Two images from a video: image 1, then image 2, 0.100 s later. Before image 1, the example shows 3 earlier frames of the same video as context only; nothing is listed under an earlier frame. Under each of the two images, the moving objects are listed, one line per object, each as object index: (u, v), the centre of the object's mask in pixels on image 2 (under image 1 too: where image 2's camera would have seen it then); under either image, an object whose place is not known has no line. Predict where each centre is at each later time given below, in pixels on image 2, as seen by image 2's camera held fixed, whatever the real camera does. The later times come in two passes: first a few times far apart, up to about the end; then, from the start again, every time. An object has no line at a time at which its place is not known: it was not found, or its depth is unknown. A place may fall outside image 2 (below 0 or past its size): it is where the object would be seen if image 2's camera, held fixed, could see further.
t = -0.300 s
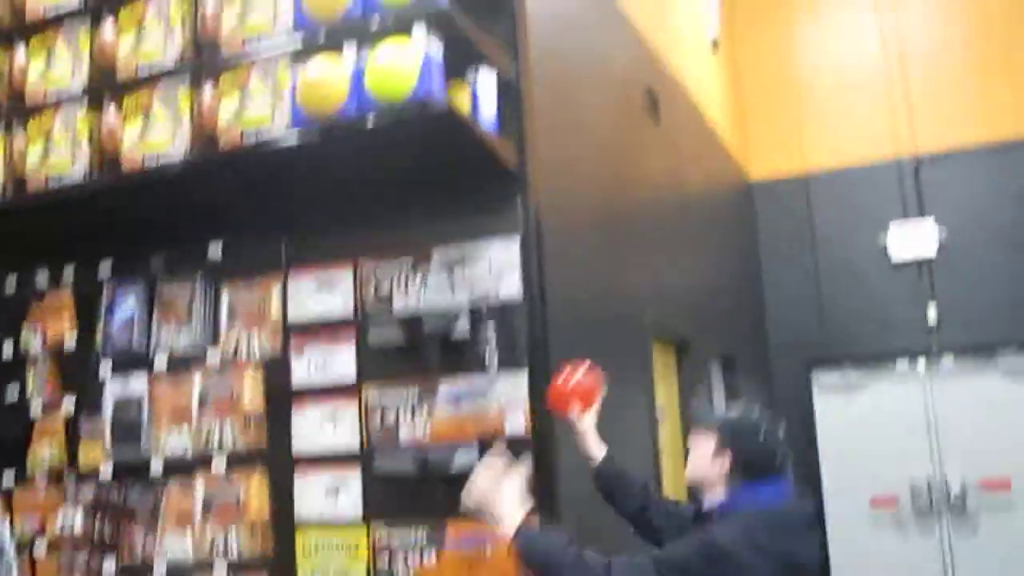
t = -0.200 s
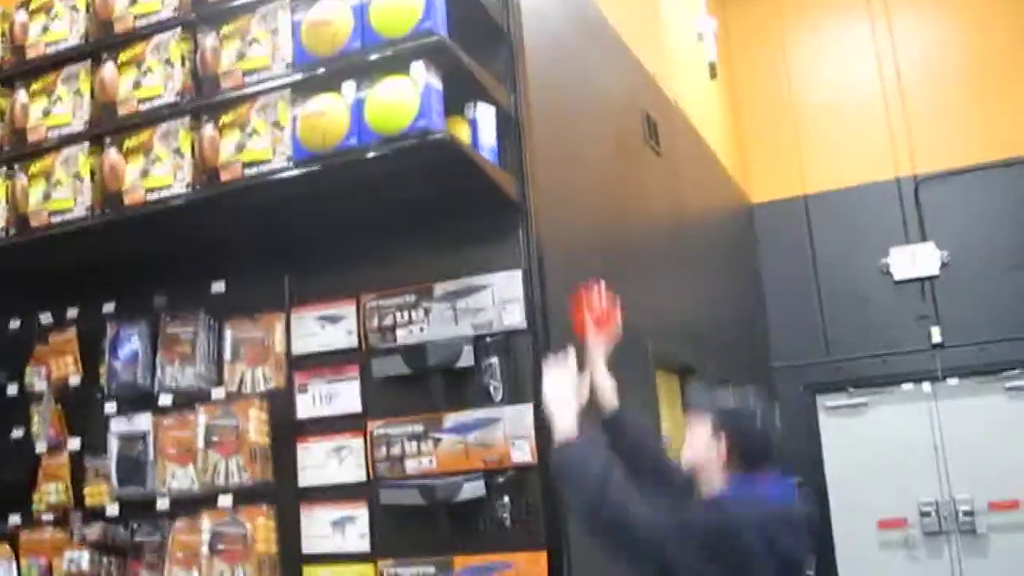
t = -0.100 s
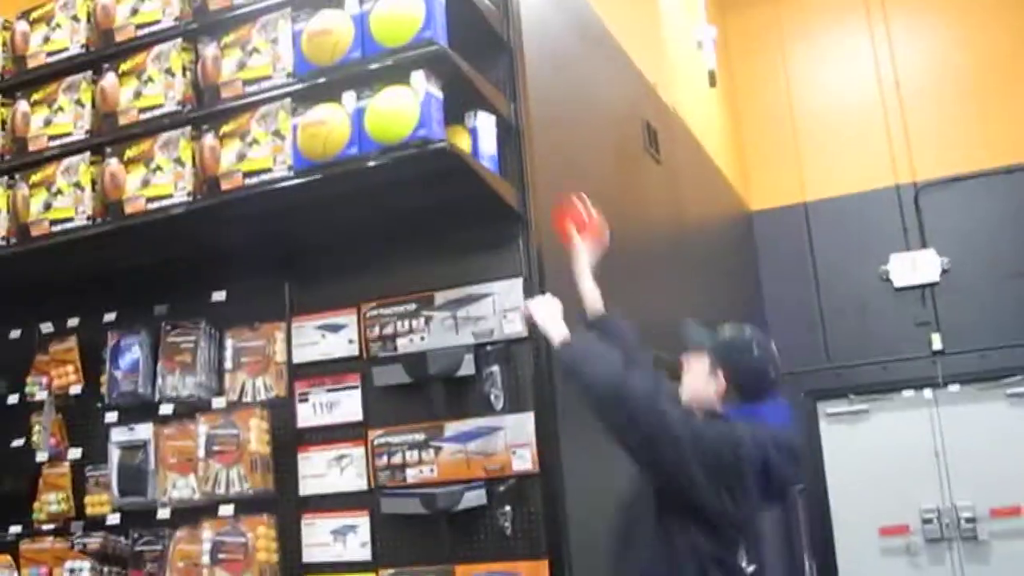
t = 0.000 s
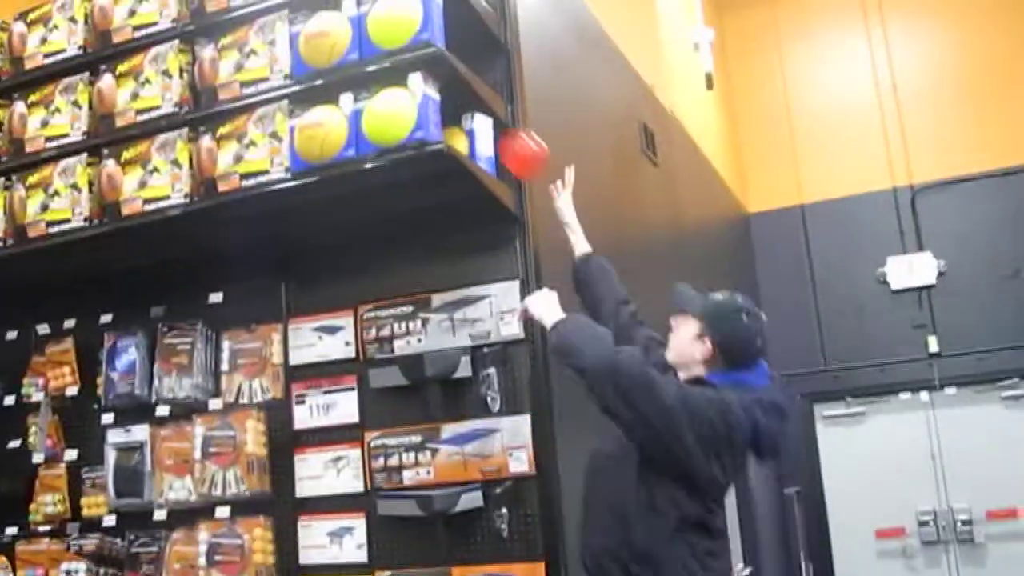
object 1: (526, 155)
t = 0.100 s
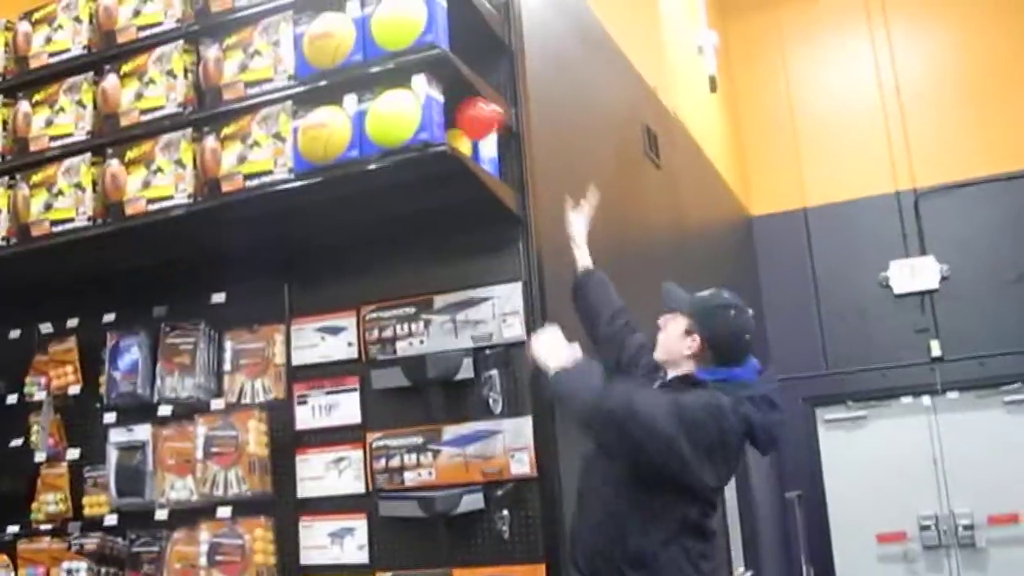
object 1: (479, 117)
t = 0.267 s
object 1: (453, 122)
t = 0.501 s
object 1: (468, 141)
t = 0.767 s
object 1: (501, 150)
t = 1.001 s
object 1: (556, 241)
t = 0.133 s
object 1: (464, 115)
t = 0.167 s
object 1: (458, 112)
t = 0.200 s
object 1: (454, 113)
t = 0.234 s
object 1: (453, 116)
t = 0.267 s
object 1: (453, 122)
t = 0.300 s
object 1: (454, 130)
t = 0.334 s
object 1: (455, 133)
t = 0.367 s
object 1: (458, 138)
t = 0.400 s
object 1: (462, 142)
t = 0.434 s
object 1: (464, 142)
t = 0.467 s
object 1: (466, 141)
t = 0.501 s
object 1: (468, 141)
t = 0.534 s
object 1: (471, 142)
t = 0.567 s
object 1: (476, 145)
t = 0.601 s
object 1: (481, 146)
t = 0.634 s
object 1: (483, 142)
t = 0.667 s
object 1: (486, 143)
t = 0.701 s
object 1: (490, 145)
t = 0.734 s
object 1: (494, 150)
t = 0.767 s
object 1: (501, 150)
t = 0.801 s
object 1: (508, 153)
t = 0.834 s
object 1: (515, 158)
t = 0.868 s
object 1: (522, 167)
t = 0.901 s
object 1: (530, 179)
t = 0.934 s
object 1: (538, 196)
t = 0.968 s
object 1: (548, 217)
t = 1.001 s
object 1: (556, 241)
